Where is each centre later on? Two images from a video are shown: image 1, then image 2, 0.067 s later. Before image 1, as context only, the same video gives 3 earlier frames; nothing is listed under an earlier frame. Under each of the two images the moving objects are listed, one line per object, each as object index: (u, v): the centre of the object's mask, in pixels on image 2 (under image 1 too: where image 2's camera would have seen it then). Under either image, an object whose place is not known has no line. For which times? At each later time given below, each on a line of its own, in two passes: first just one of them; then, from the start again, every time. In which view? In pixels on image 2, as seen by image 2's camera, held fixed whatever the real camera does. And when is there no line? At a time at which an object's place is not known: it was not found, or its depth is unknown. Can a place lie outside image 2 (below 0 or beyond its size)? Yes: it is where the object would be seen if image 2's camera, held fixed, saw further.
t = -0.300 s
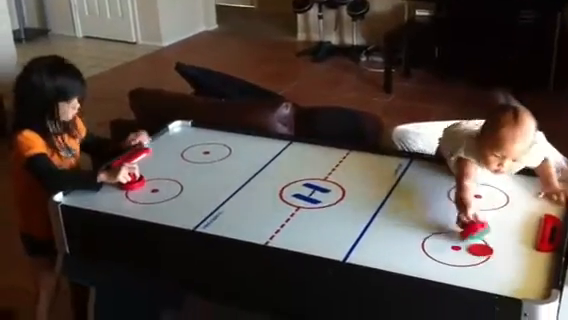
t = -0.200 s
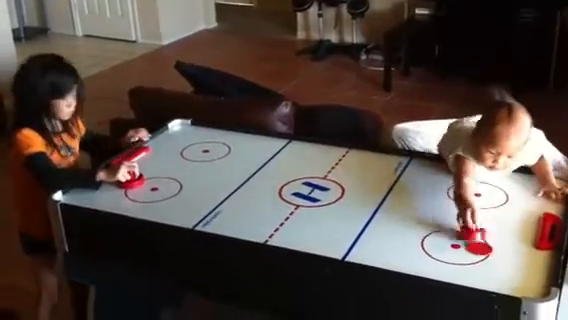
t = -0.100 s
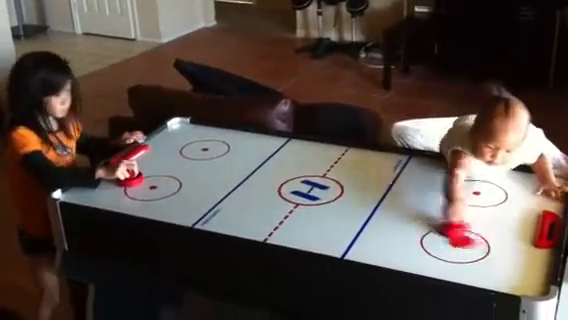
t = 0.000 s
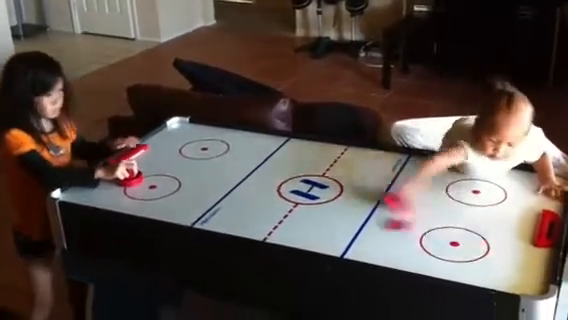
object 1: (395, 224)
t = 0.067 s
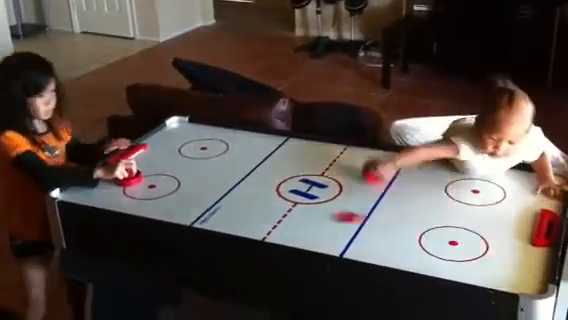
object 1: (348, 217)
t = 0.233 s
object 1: (249, 202)
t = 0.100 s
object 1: (328, 214)
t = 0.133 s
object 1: (307, 211)
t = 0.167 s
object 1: (289, 208)
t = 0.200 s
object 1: (270, 204)
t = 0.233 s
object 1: (249, 202)
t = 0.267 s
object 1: (233, 199)
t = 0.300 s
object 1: (215, 197)
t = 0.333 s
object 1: (198, 194)
